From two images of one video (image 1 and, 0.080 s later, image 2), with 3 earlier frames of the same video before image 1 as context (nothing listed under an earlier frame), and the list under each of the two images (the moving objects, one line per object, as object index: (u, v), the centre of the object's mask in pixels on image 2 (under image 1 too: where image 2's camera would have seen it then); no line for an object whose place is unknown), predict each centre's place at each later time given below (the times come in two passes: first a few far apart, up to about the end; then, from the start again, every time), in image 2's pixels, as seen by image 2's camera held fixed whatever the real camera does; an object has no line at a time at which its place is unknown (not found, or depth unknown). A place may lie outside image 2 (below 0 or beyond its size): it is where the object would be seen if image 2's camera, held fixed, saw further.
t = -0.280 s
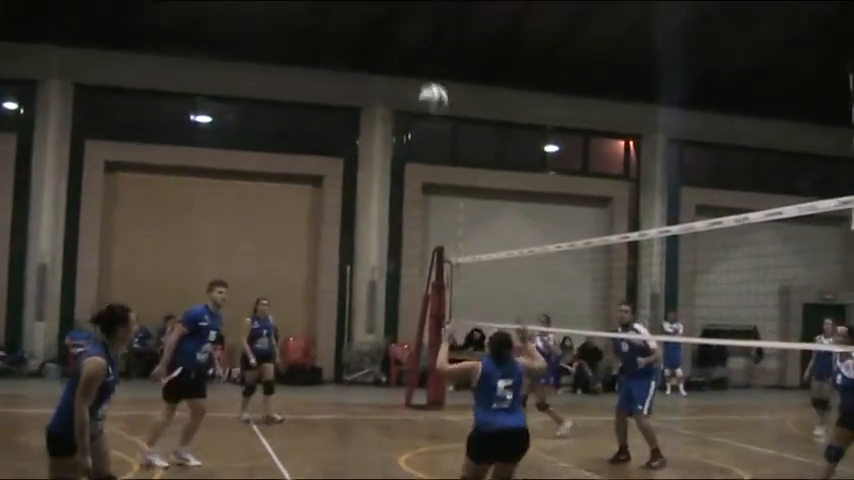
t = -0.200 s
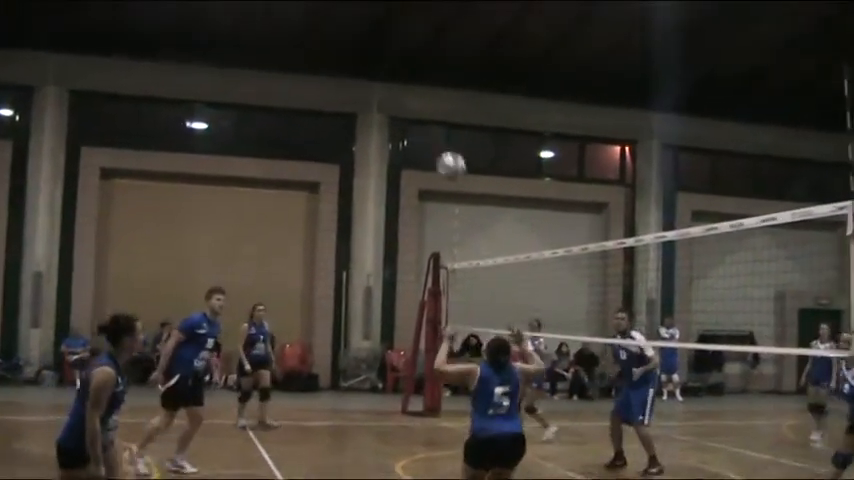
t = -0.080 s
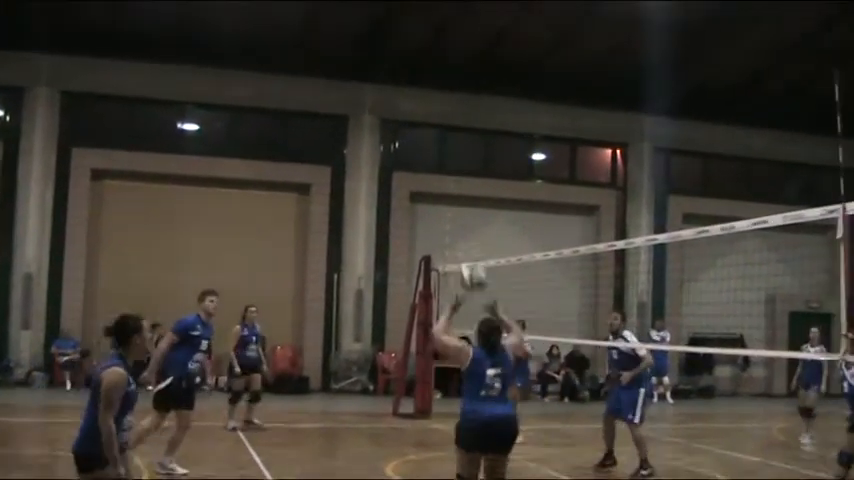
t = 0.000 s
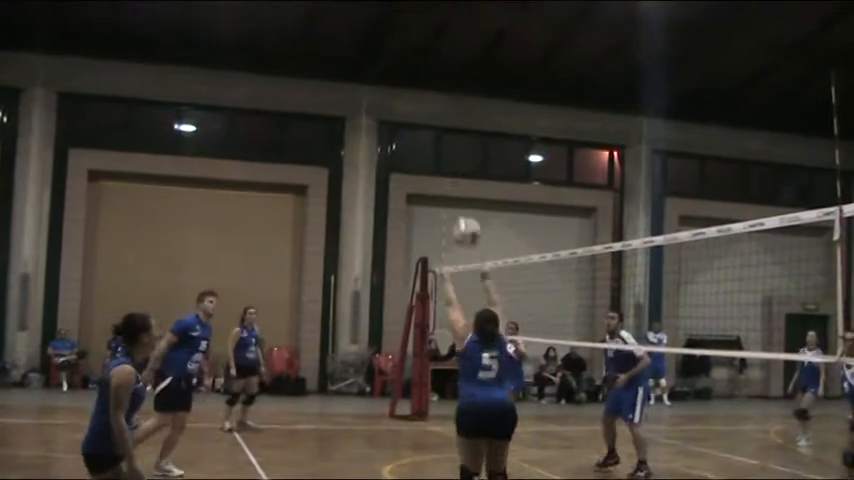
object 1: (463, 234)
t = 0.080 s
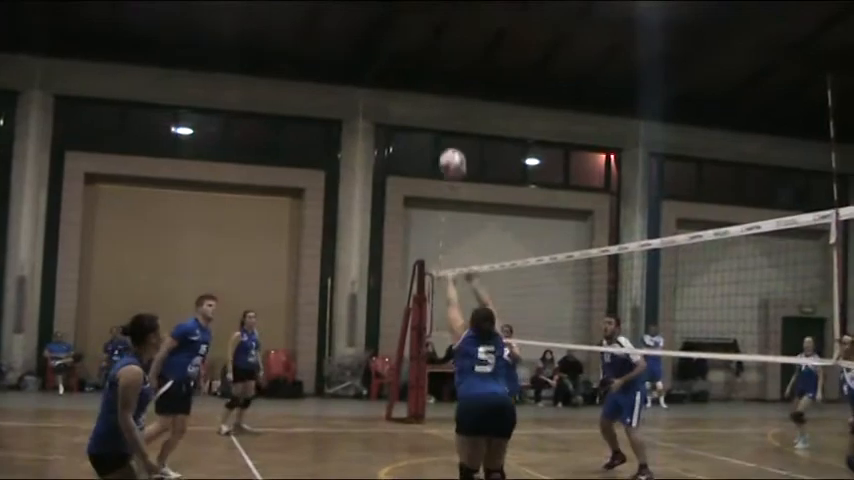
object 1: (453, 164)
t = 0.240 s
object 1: (433, 63)
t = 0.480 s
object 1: (405, -8)
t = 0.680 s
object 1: (383, -18)
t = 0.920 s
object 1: (359, 16)
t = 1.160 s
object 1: (335, 88)
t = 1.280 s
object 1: (325, 138)
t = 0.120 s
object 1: (447, 133)
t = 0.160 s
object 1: (442, 106)
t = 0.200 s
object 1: (438, 83)
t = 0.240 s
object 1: (433, 63)
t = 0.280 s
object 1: (428, 45)
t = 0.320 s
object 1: (423, 31)
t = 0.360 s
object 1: (419, 18)
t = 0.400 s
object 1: (414, 7)
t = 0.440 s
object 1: (409, -2)
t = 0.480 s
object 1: (405, -8)
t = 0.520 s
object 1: (400, -13)
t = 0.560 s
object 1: (395, -17)
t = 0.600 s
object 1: (391, -19)
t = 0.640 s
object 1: (388, -19)
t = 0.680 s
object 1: (383, -18)
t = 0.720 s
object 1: (379, -16)
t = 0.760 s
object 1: (375, -12)
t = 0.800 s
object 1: (371, -7)
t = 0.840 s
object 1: (367, -1)
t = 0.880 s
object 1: (363, 7)
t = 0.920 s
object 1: (359, 16)
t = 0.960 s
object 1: (354, 25)
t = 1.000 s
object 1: (351, 36)
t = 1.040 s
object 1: (347, 48)
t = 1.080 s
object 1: (343, 61)
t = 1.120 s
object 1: (339, 75)
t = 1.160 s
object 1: (335, 88)
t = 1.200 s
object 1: (331, 104)
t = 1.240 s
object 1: (328, 120)
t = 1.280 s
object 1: (325, 138)
